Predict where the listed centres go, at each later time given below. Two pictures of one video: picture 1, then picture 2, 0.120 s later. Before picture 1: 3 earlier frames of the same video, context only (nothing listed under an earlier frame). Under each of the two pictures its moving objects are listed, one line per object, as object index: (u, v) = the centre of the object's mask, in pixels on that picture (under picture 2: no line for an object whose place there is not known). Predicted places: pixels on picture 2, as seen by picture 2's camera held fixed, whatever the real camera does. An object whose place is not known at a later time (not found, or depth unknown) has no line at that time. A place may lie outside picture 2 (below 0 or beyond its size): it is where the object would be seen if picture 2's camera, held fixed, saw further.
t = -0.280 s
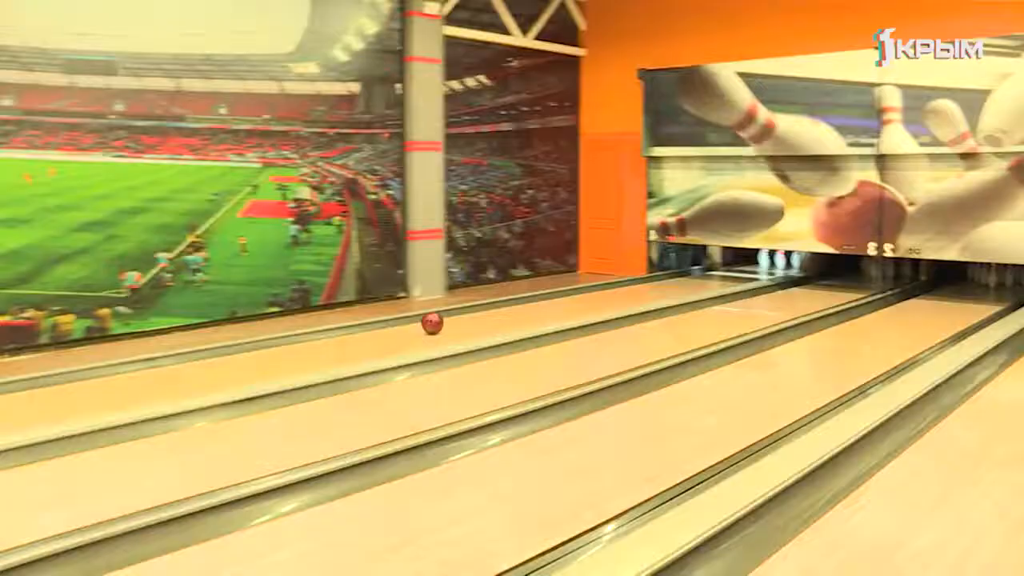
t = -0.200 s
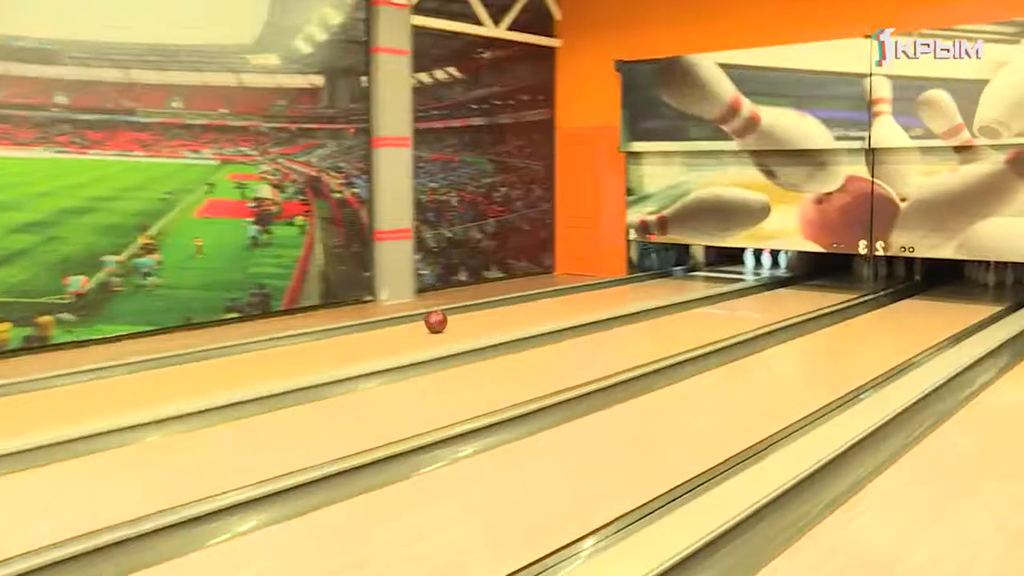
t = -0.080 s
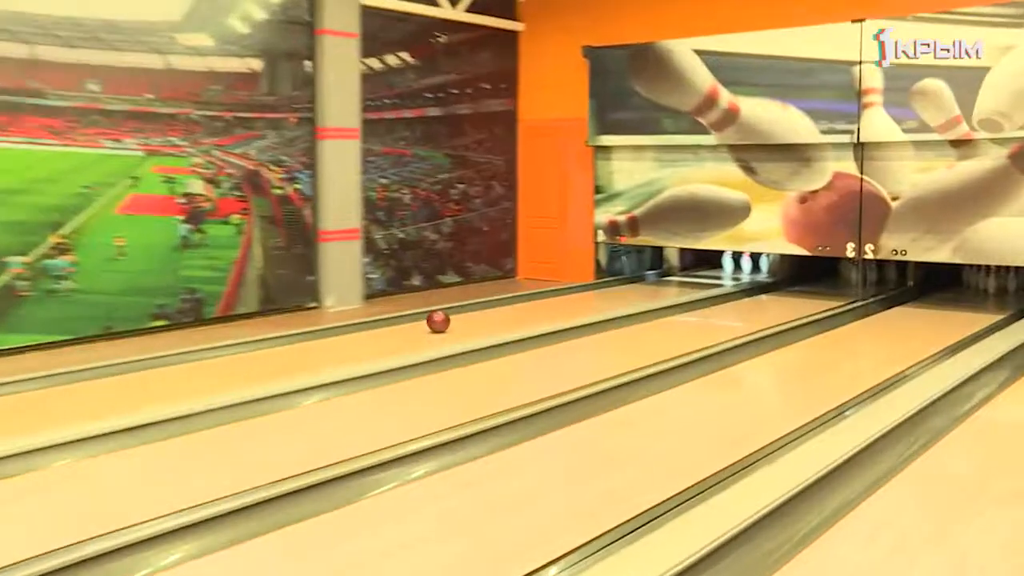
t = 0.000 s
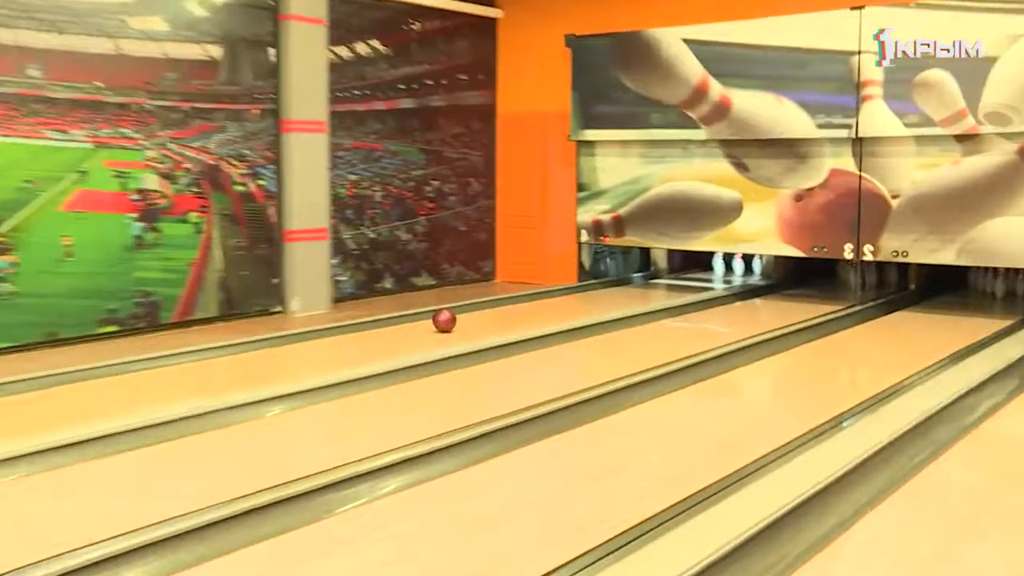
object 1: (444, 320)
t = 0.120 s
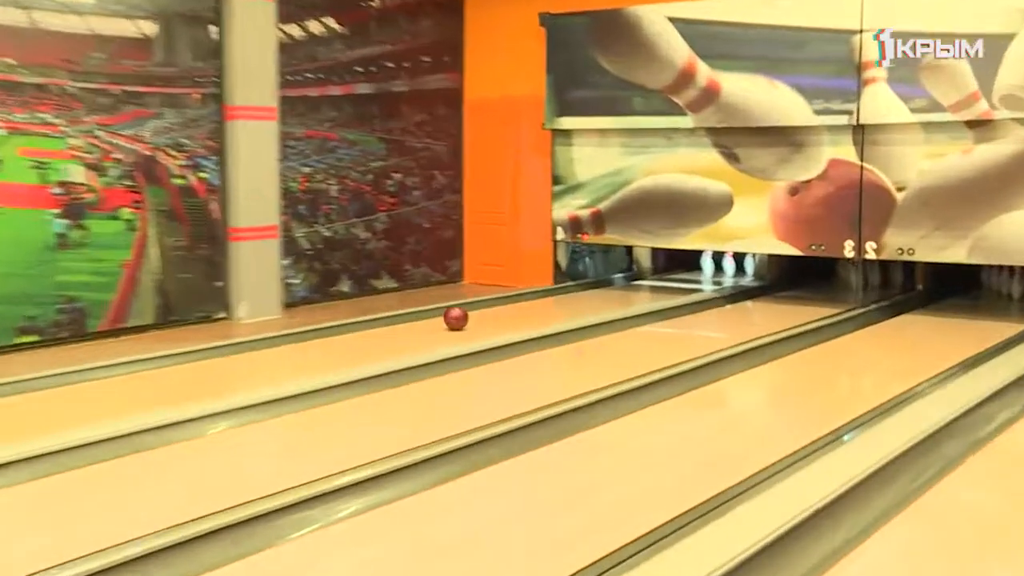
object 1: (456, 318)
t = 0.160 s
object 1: (470, 315)
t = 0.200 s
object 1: (485, 312)
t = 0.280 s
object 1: (511, 307)
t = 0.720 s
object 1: (628, 286)
